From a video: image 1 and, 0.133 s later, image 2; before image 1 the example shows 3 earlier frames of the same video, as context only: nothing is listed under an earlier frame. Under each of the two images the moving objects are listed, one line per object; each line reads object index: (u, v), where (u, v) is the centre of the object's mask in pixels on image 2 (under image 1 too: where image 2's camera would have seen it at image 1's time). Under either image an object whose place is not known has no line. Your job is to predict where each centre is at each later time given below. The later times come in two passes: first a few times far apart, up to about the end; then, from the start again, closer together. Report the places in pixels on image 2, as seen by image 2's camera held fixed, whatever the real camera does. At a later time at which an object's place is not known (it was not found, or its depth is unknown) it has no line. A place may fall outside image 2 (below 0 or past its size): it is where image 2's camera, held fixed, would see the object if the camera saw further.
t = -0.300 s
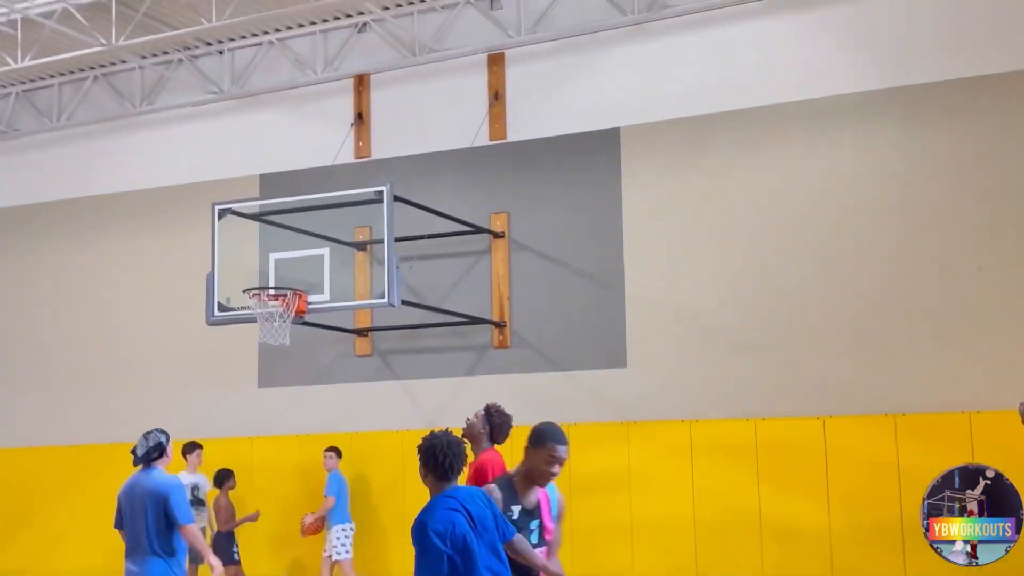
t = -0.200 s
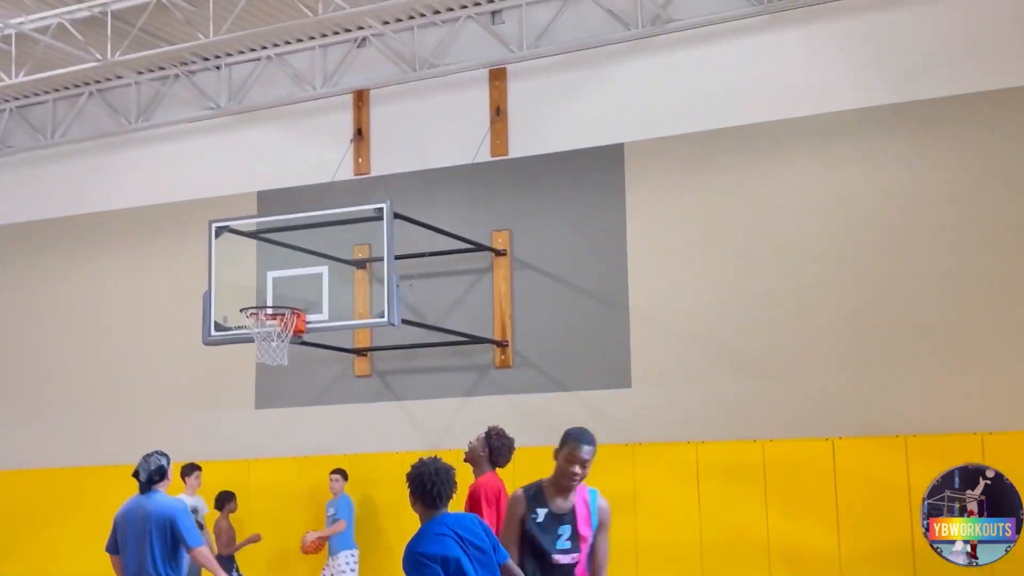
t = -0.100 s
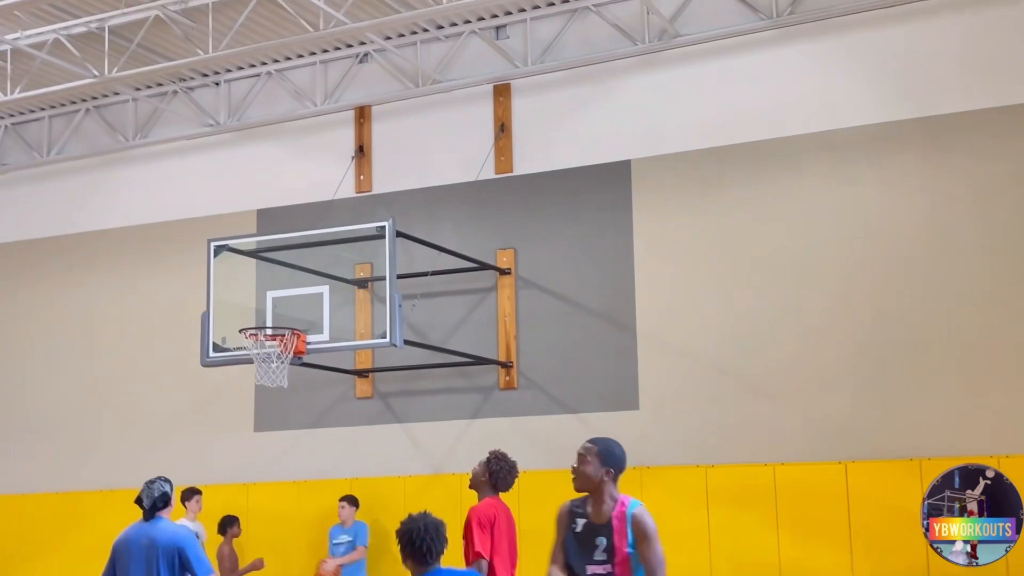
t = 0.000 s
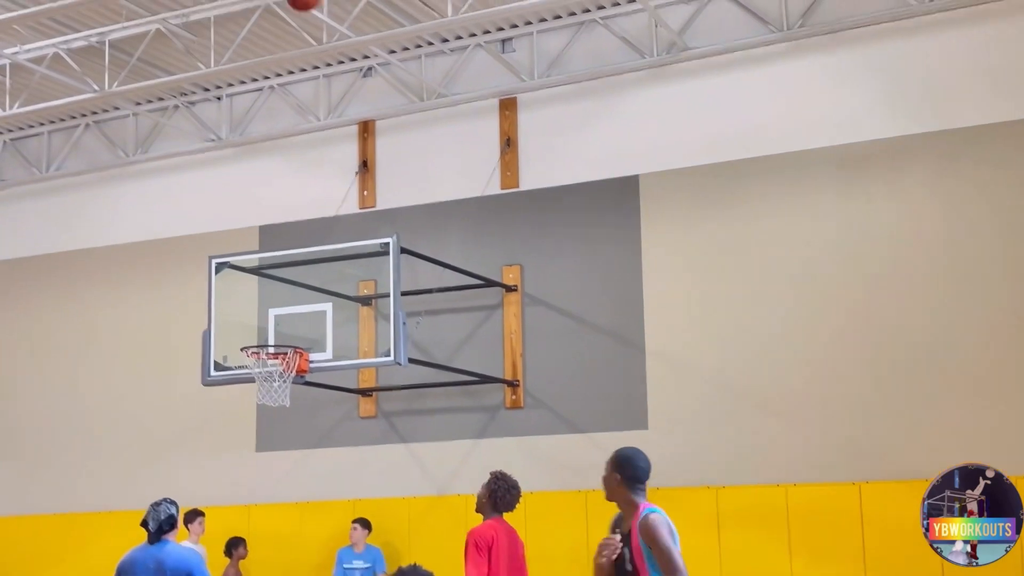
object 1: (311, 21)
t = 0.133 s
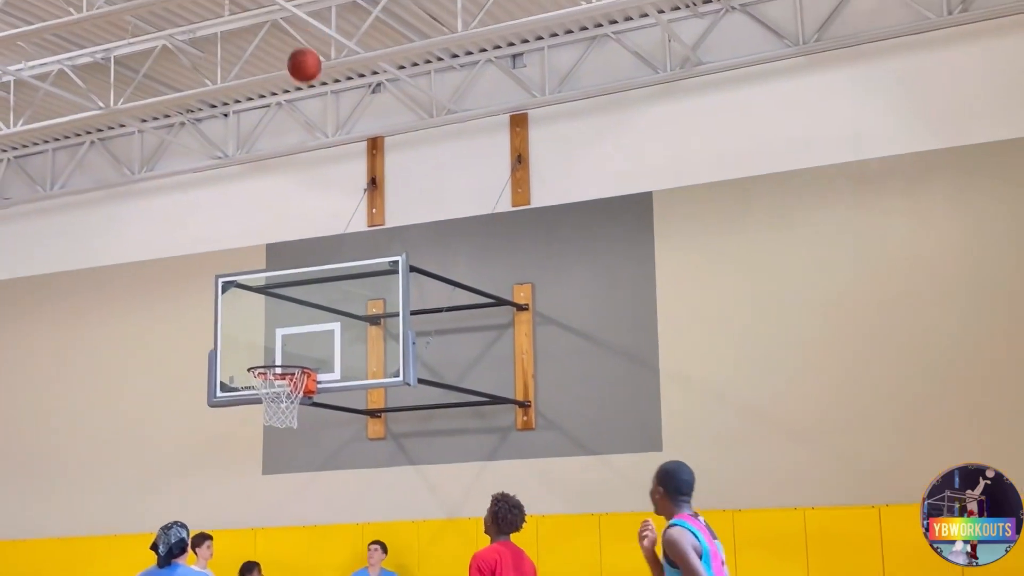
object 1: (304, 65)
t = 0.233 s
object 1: (299, 117)
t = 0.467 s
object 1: (287, 273)
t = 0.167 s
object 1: (302, 81)
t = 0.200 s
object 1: (301, 98)
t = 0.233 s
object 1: (299, 117)
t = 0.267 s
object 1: (298, 136)
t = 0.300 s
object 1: (296, 157)
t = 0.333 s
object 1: (295, 179)
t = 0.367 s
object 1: (293, 201)
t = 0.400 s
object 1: (291, 224)
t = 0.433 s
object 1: (290, 248)
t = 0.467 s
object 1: (287, 273)
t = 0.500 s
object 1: (286, 299)
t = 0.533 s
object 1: (284, 324)
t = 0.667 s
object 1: (277, 311)
